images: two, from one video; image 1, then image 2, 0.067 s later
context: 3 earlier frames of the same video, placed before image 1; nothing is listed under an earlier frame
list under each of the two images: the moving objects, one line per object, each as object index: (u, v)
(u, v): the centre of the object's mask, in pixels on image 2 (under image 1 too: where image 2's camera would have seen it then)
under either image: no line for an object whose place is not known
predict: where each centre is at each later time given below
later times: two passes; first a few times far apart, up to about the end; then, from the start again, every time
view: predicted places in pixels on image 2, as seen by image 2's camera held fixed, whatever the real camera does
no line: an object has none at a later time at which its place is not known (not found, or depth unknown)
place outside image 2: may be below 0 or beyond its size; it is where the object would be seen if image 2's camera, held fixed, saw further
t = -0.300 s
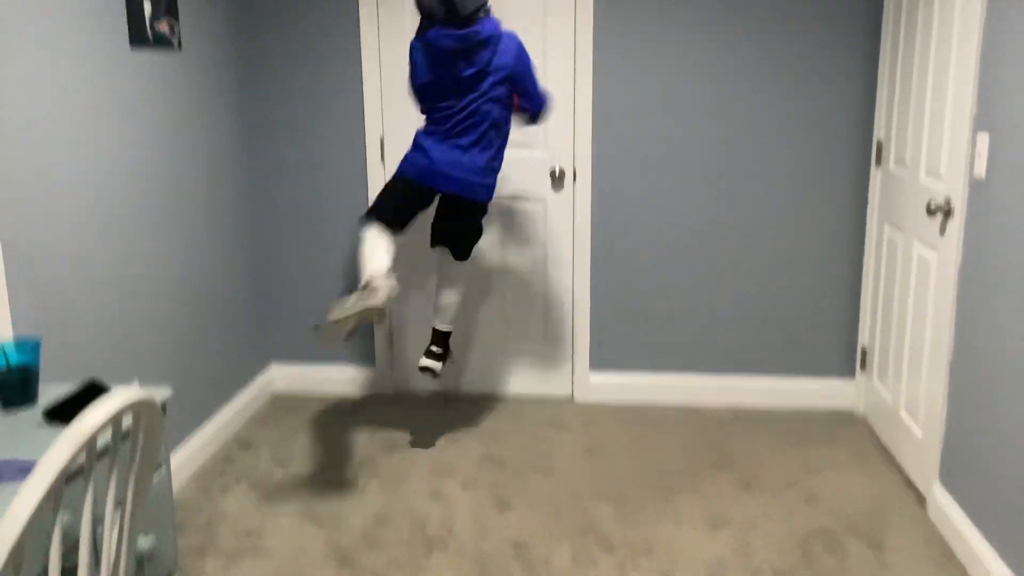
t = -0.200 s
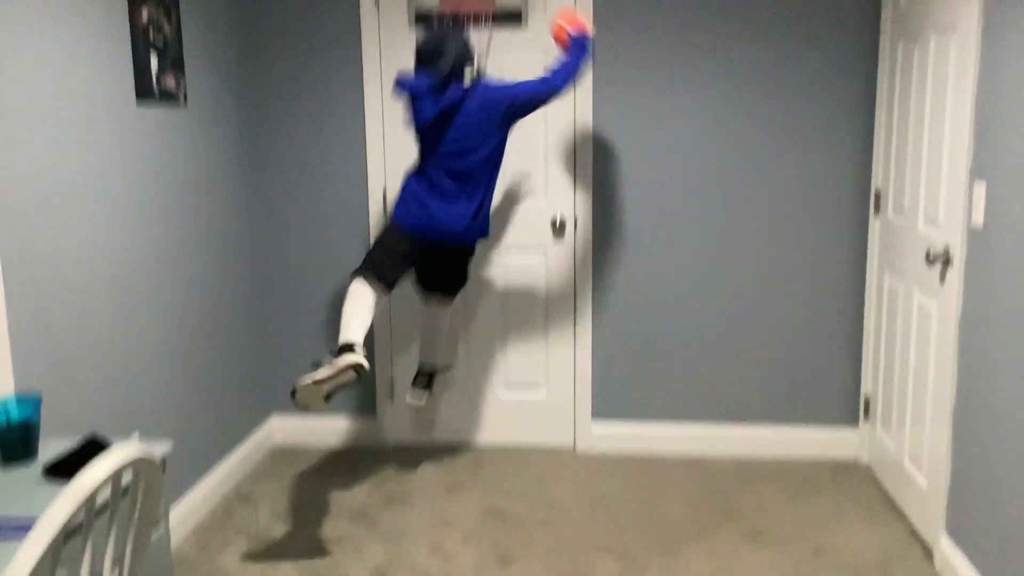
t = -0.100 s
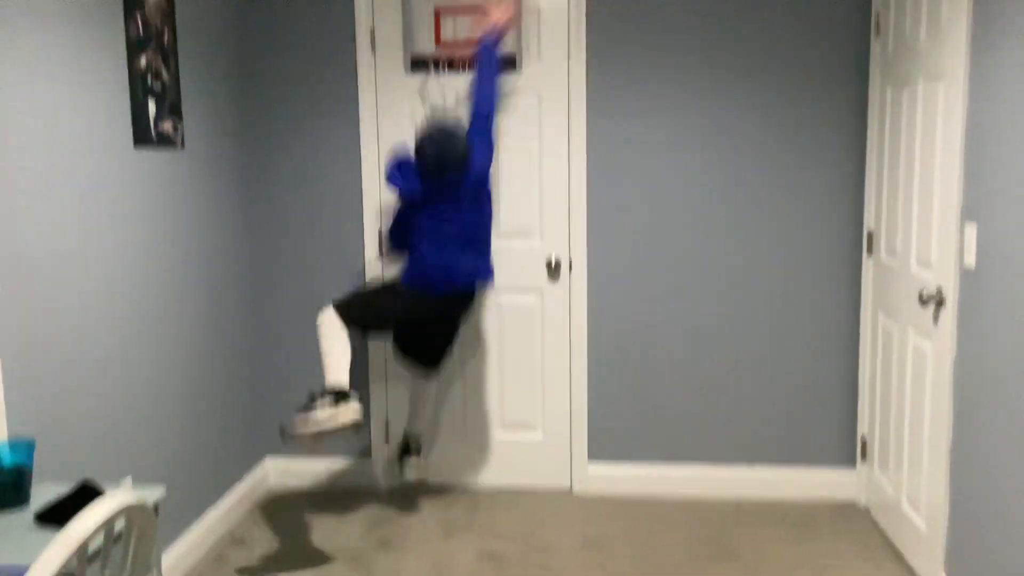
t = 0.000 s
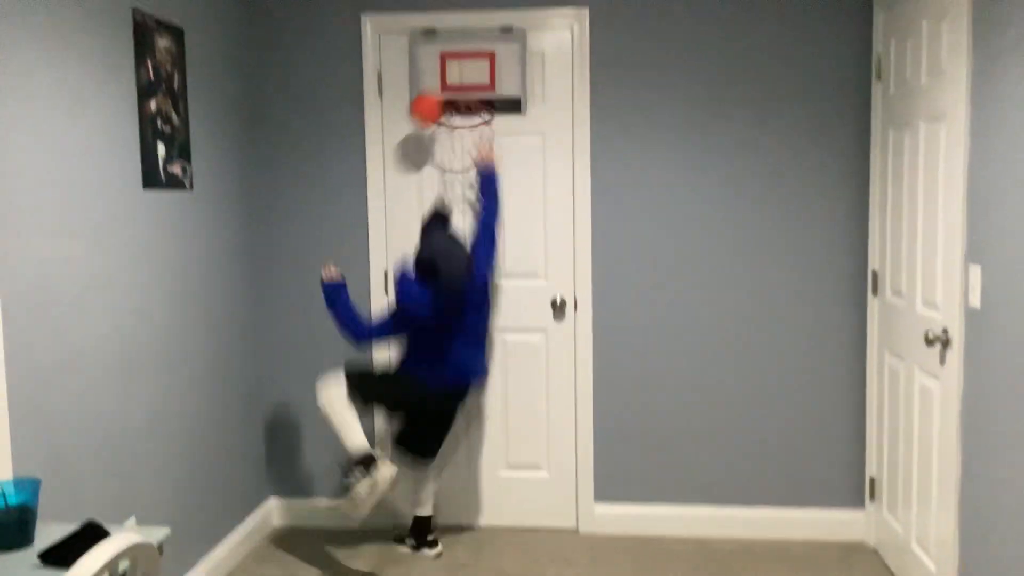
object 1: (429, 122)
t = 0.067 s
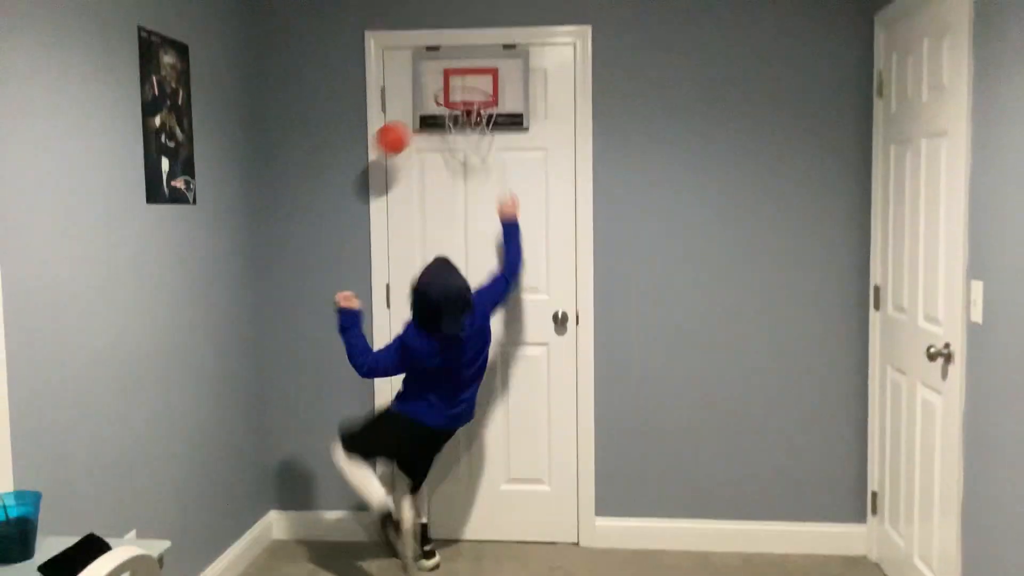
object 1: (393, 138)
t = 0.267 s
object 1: (284, 252)
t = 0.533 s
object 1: (345, 430)
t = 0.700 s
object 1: (418, 517)
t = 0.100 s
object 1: (373, 151)
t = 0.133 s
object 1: (355, 166)
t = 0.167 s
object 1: (336, 185)
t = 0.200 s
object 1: (318, 204)
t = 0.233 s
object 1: (301, 227)
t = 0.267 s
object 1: (284, 252)
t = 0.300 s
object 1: (269, 278)
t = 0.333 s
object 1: (257, 305)
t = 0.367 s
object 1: (272, 320)
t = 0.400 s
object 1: (286, 337)
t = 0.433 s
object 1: (301, 356)
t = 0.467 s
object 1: (315, 377)
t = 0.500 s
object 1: (331, 403)
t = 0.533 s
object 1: (345, 430)
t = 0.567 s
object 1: (360, 462)
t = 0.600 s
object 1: (375, 495)
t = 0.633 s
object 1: (388, 534)
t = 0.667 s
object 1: (404, 543)
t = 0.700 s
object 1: (418, 517)
